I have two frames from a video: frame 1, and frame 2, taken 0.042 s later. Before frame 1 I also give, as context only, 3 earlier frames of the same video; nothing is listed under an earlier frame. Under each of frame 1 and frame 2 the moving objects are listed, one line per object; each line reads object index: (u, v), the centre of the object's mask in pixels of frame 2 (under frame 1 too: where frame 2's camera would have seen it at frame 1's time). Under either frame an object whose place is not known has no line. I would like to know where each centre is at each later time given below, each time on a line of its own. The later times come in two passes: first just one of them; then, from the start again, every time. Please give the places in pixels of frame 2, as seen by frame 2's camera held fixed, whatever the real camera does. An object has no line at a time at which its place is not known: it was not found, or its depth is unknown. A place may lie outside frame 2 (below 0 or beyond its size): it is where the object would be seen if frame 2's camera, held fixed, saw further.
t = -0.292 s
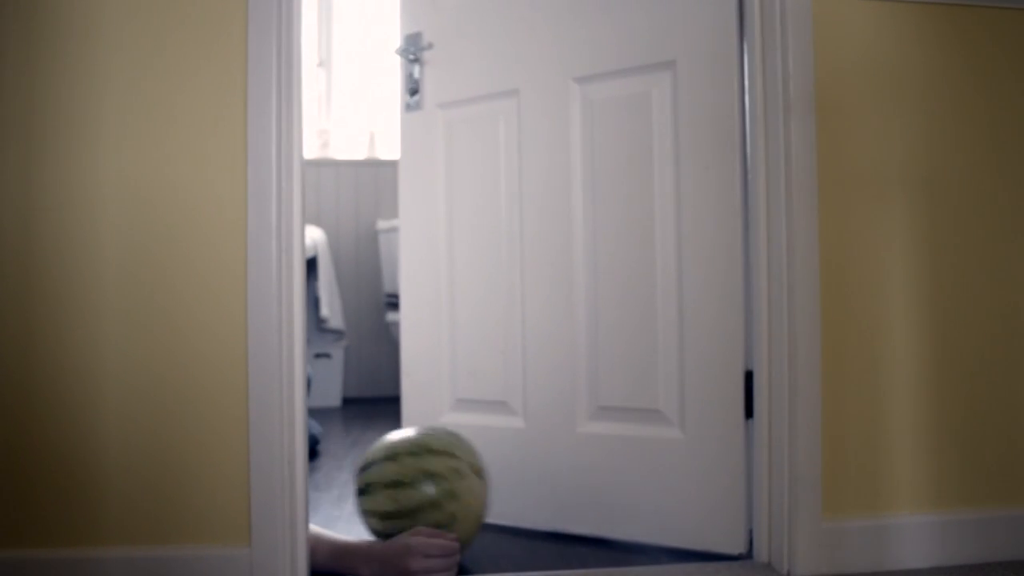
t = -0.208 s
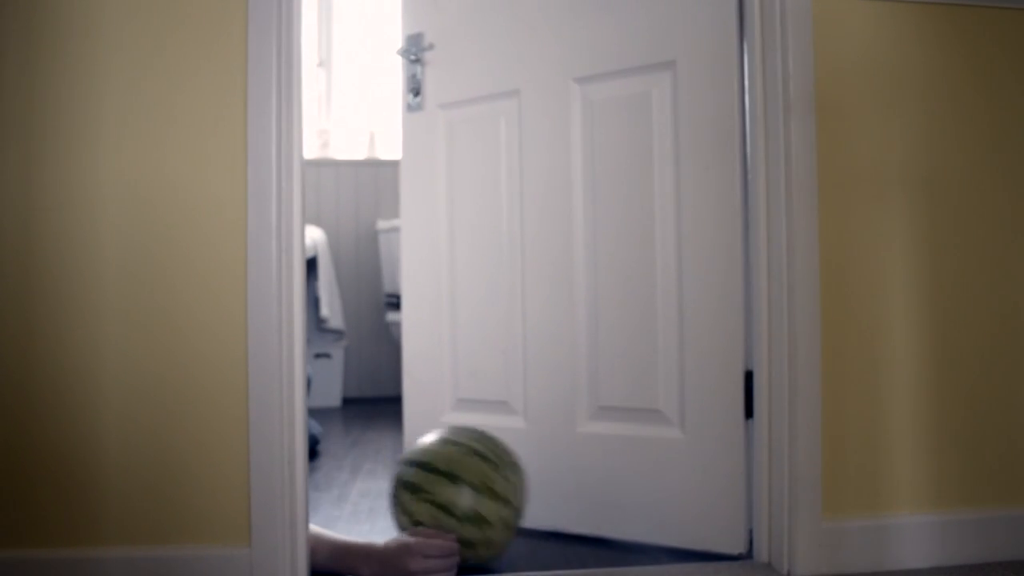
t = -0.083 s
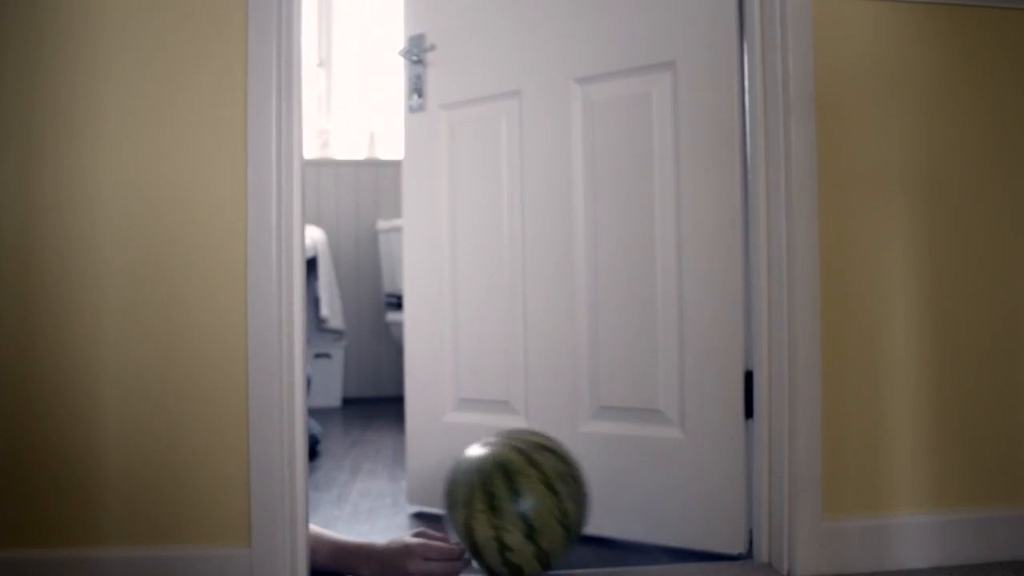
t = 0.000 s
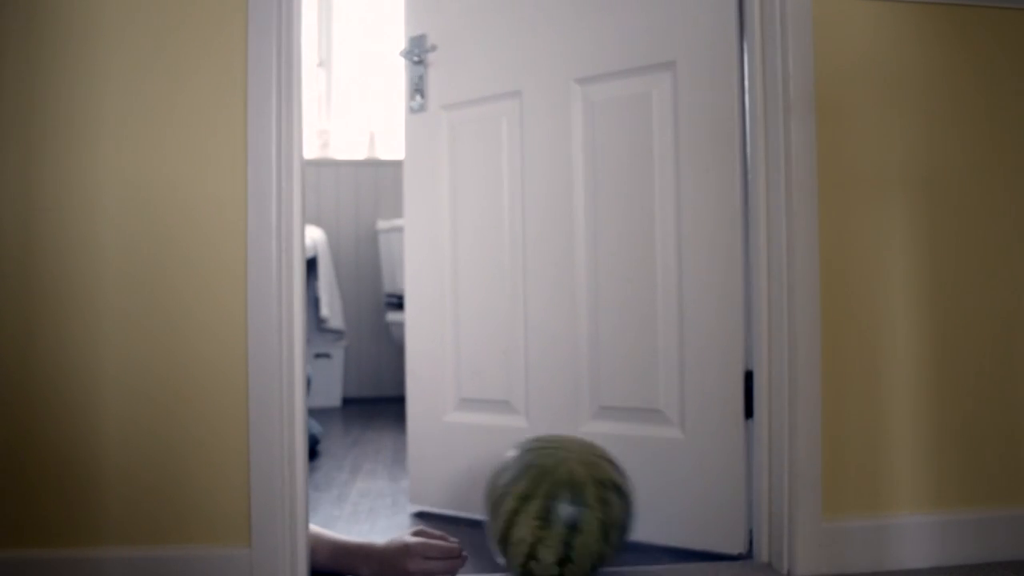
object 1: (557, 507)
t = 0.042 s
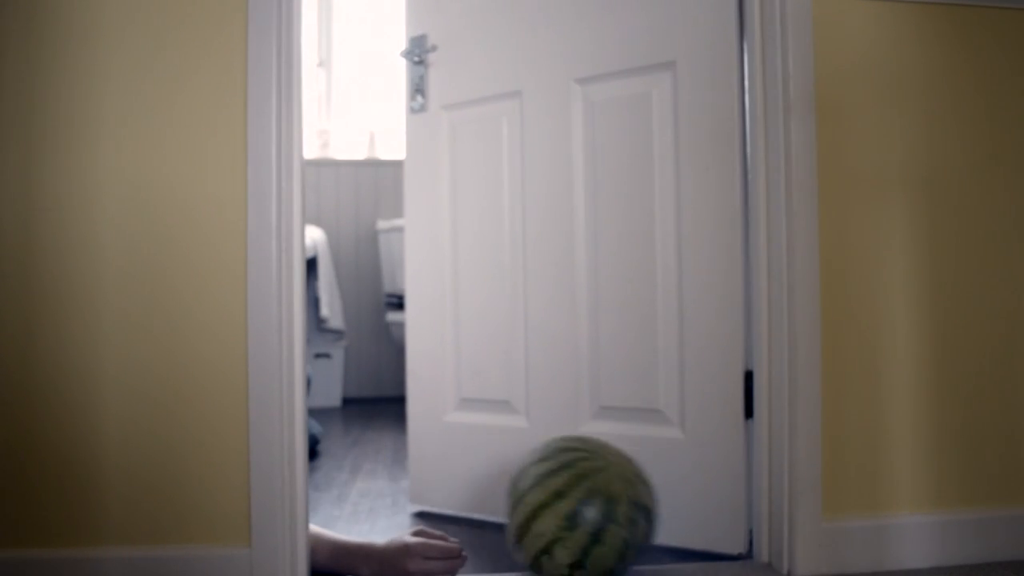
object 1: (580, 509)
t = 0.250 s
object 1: (680, 507)
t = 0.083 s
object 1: (602, 508)
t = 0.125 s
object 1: (623, 508)
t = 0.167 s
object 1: (643, 507)
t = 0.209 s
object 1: (661, 507)
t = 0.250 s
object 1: (680, 507)
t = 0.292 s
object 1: (697, 507)
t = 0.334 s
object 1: (716, 509)
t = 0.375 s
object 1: (733, 511)
